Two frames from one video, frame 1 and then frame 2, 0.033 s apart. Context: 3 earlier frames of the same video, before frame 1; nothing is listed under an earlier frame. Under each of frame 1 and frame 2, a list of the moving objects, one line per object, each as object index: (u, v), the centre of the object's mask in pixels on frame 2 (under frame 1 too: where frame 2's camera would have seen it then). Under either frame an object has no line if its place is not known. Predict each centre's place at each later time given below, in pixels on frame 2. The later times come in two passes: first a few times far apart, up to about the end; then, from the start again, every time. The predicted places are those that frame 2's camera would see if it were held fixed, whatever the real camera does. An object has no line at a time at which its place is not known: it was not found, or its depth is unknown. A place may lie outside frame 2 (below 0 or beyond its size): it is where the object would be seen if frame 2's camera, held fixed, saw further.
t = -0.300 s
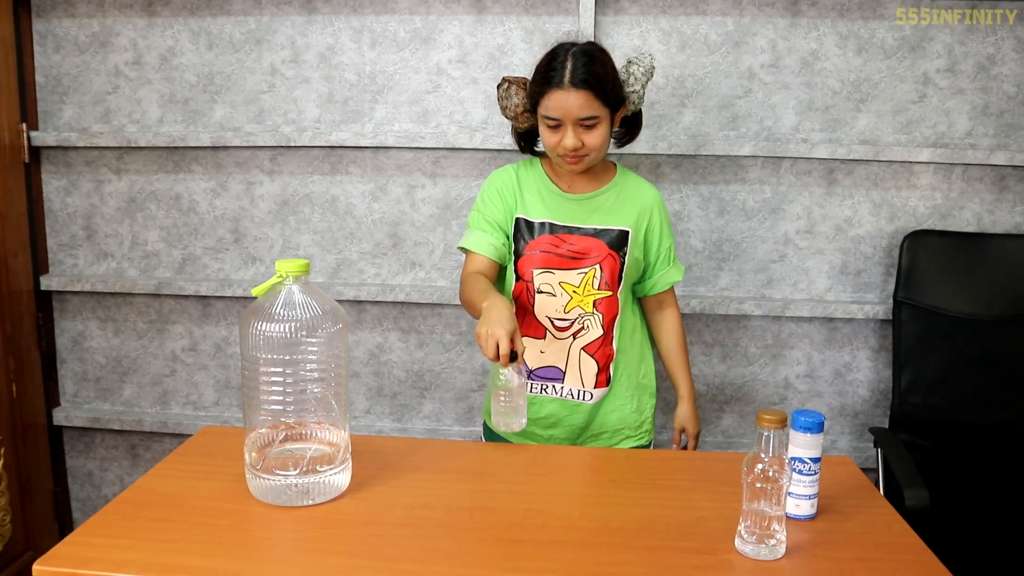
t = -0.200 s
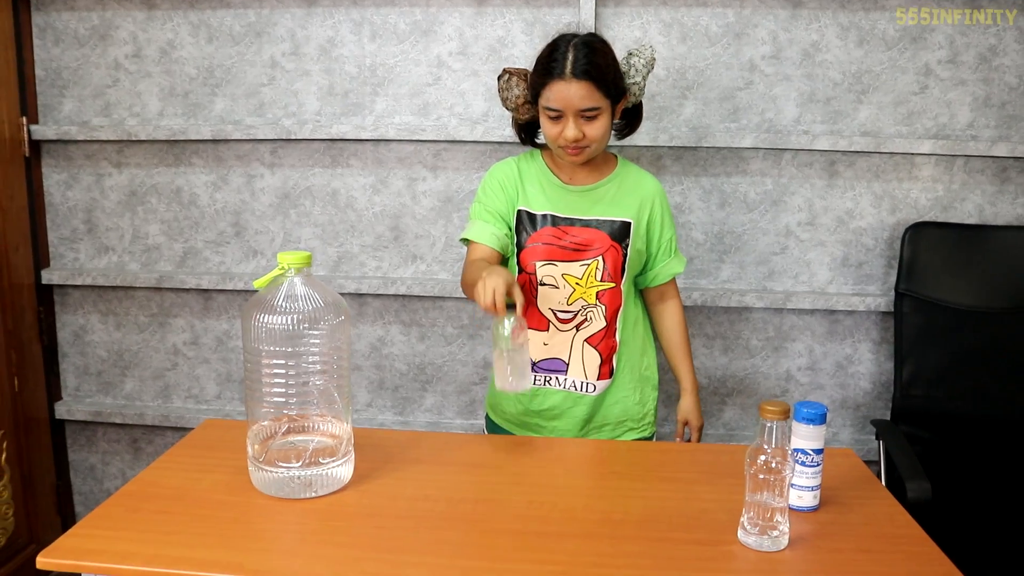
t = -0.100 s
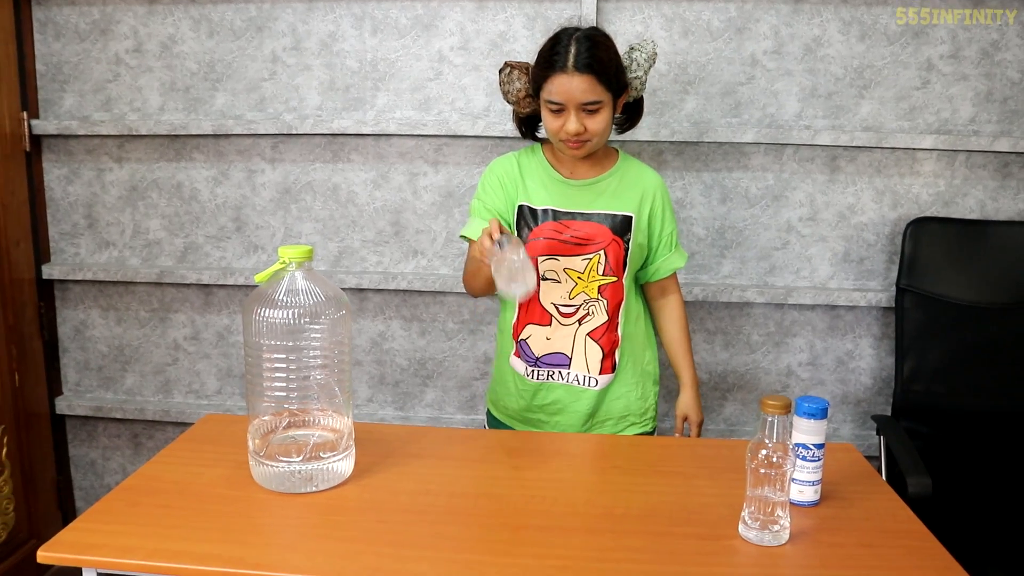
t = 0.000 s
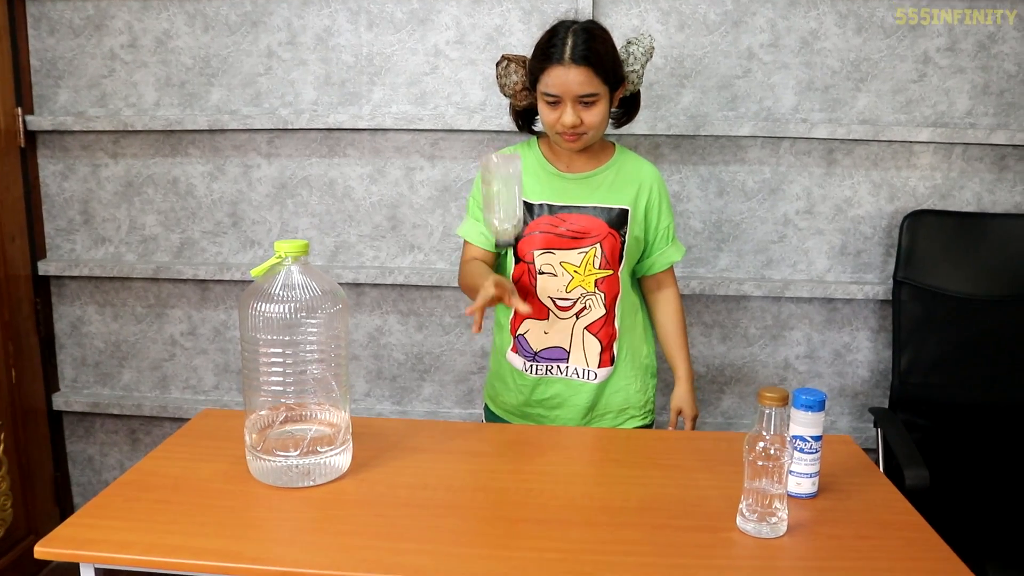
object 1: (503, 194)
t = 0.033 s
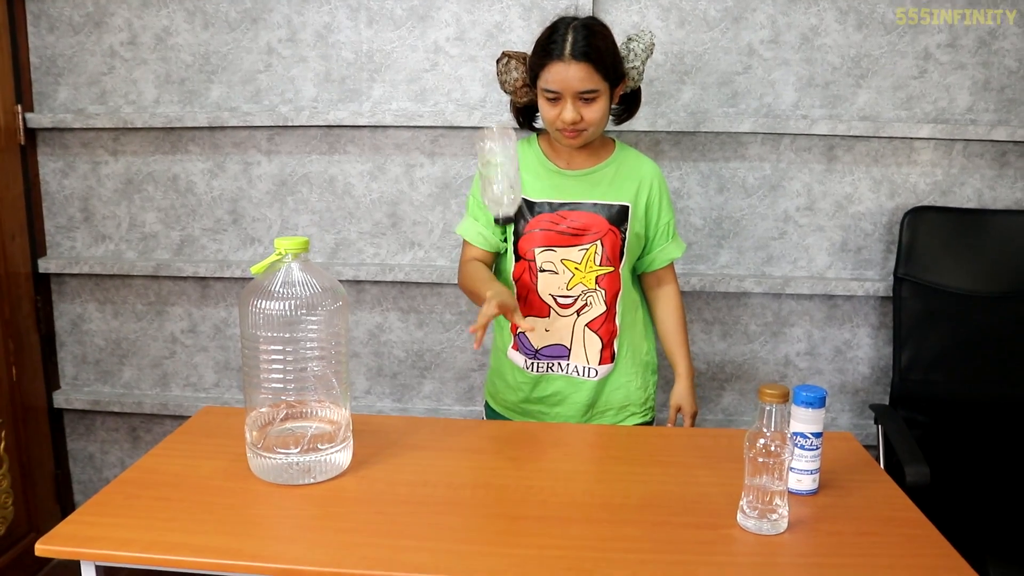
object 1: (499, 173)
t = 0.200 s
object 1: (482, 202)
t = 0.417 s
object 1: (461, 424)
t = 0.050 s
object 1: (497, 166)
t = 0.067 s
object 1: (496, 163)
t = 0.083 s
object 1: (494, 161)
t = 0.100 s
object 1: (493, 161)
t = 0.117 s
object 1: (492, 163)
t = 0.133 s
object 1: (490, 166)
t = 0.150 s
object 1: (488, 172)
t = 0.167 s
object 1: (486, 180)
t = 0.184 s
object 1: (484, 190)
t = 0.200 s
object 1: (482, 202)
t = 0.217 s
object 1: (481, 216)
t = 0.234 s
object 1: (479, 233)
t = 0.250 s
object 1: (478, 251)
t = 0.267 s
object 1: (476, 269)
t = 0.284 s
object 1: (474, 291)
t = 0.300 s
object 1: (473, 314)
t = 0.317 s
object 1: (471, 338)
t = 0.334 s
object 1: (470, 363)
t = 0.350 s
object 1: (468, 387)
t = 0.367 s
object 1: (466, 417)
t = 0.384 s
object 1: (465, 421)
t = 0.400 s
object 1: (463, 422)
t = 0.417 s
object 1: (461, 424)
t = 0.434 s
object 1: (460, 426)
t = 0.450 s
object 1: (458, 428)
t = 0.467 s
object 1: (456, 433)
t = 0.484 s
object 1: (455, 439)
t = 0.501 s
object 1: (454, 445)
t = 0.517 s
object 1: (452, 447)
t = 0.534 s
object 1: (451, 447)
